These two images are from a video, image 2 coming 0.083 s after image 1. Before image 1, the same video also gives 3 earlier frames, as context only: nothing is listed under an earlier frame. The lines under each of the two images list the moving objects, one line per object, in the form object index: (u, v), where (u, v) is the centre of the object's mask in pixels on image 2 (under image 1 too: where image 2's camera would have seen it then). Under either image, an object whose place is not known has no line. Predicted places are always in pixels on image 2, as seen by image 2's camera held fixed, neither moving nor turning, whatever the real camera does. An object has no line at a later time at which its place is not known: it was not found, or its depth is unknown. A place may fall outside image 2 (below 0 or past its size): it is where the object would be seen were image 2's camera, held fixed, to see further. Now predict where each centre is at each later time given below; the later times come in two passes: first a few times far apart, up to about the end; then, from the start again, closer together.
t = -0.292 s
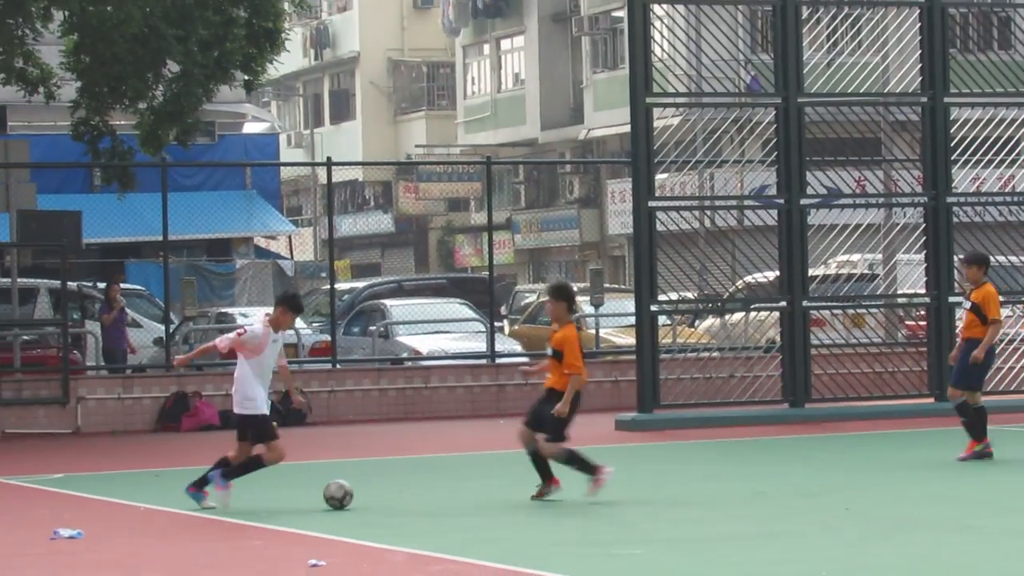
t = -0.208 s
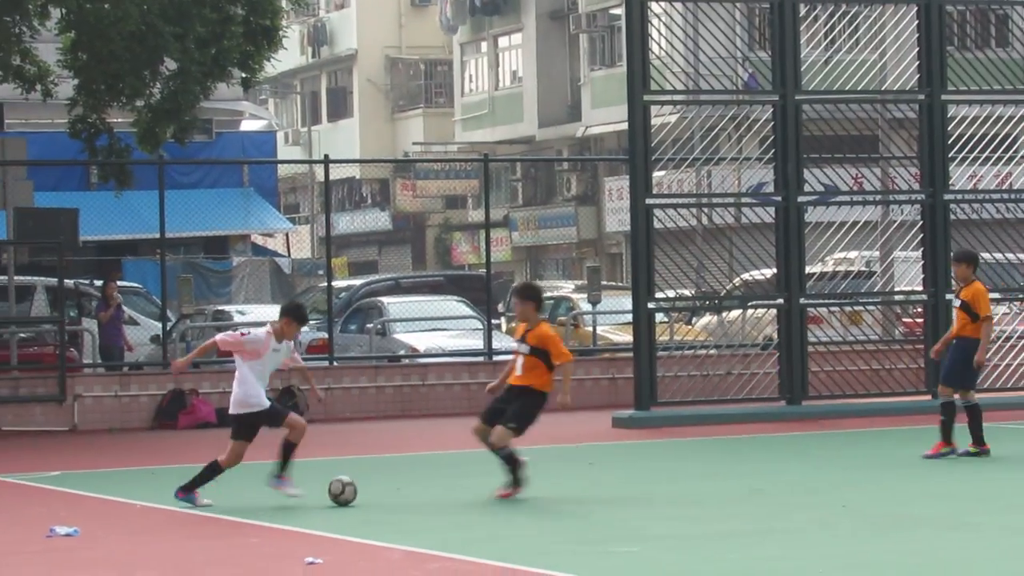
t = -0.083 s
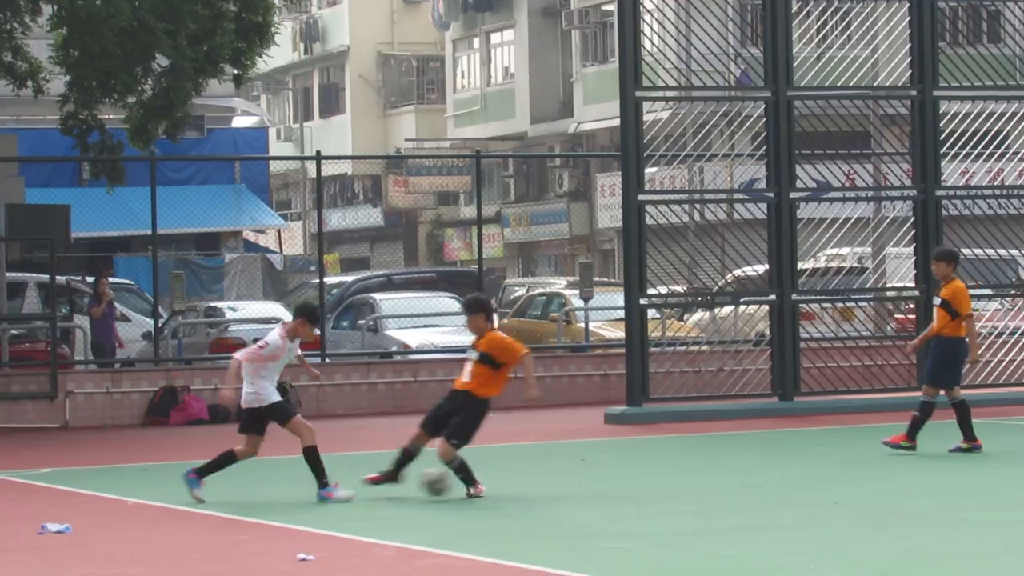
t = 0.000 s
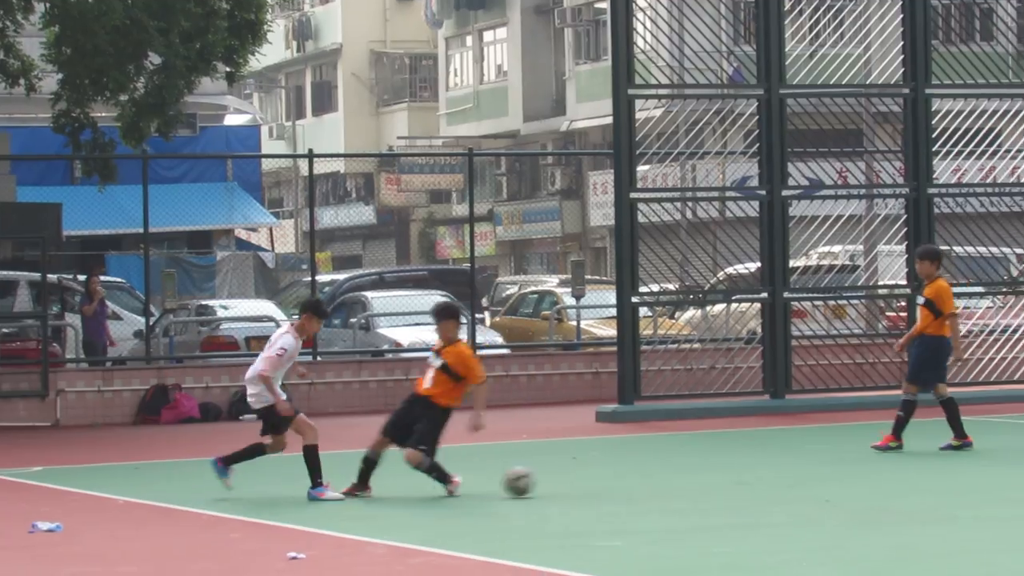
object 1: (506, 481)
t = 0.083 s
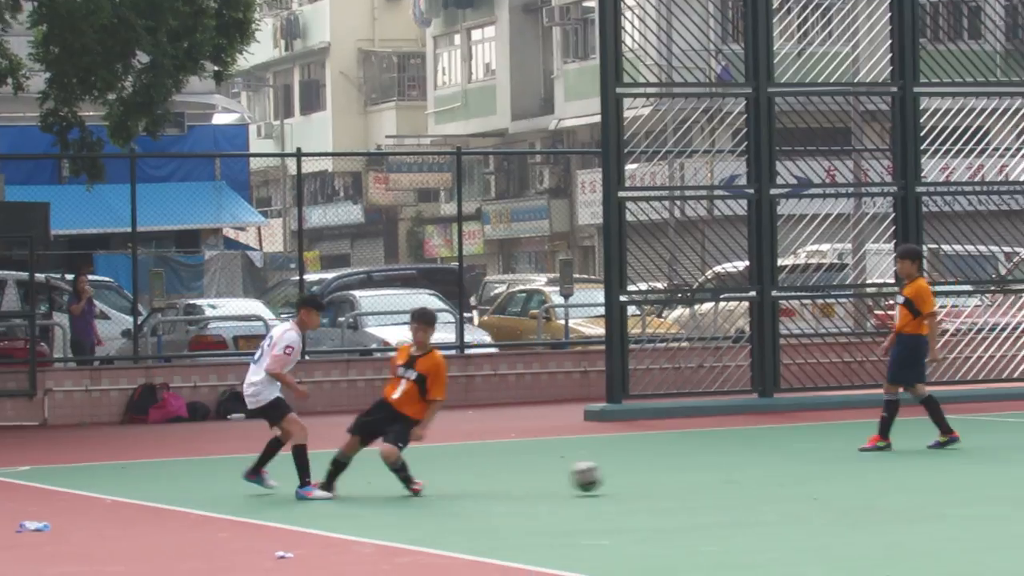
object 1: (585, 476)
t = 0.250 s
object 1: (723, 476)
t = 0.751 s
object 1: (1009, 473)
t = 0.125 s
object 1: (626, 479)
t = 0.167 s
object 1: (659, 477)
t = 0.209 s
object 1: (691, 475)
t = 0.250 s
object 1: (723, 476)
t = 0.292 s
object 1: (753, 477)
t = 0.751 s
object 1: (1009, 473)
